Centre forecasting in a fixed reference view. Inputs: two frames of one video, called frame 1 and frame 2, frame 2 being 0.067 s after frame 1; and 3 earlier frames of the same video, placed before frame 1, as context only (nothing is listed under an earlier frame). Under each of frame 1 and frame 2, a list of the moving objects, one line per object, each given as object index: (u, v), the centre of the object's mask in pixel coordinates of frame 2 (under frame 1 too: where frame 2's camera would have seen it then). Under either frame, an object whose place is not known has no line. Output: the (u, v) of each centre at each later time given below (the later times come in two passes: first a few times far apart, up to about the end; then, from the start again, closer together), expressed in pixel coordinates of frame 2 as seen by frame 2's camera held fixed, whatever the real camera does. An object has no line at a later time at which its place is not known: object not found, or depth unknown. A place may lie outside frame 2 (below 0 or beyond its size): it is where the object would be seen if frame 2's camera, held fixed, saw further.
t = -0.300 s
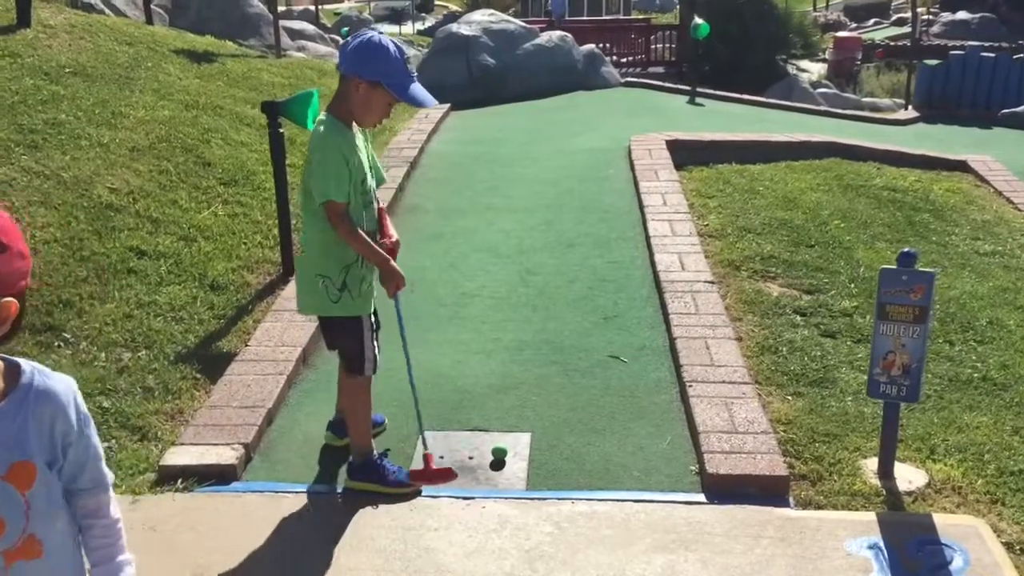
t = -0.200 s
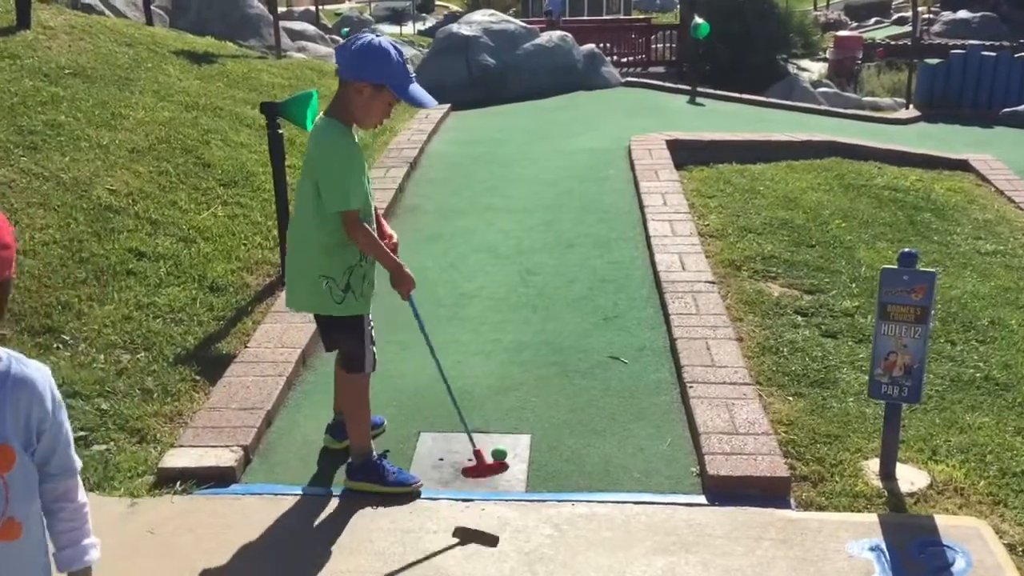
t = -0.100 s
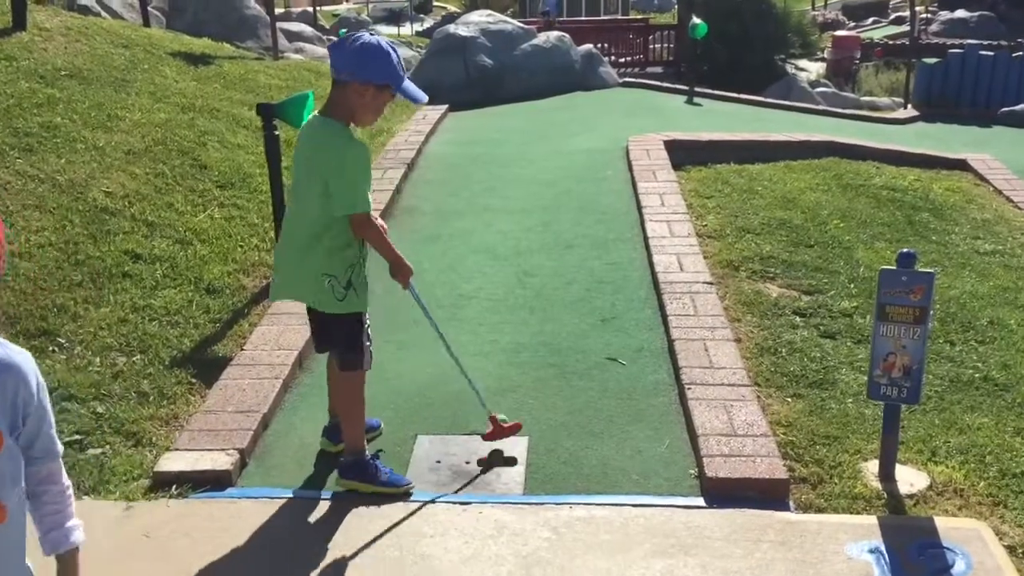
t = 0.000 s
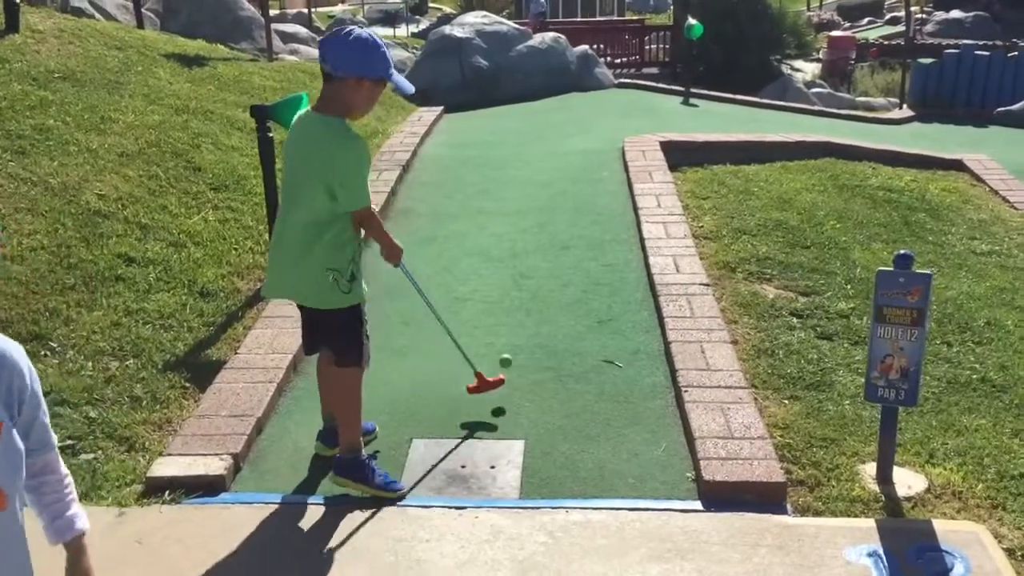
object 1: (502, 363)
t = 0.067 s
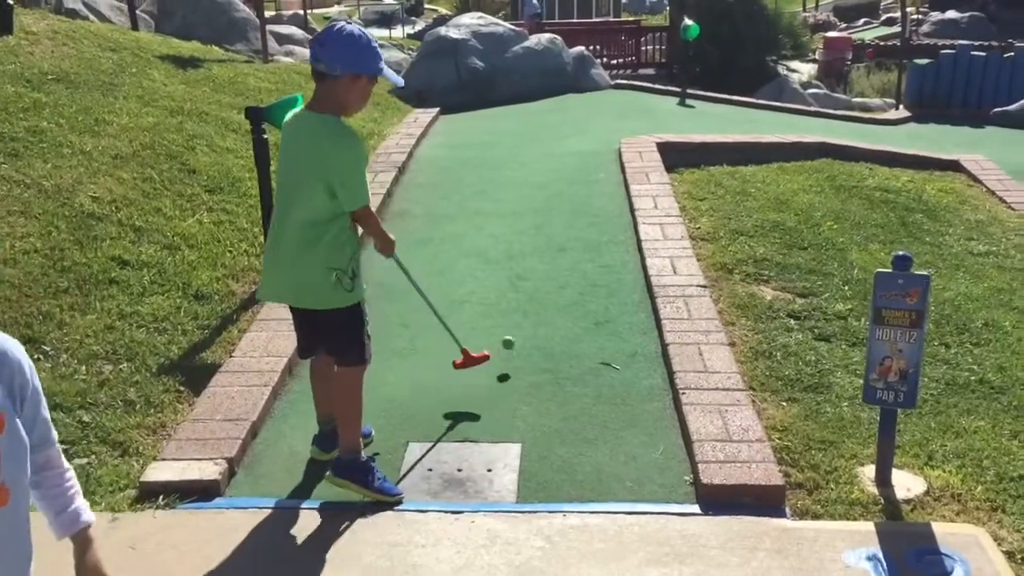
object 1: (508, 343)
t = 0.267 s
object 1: (526, 287)
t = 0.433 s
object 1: (537, 243)
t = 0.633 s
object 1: (548, 203)
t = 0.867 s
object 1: (557, 169)
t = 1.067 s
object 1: (563, 146)
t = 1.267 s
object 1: (568, 133)
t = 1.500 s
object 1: (573, 119)
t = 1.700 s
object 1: (577, 109)
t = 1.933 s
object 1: (581, 100)
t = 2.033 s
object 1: (584, 96)
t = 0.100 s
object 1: (511, 338)
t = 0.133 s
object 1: (514, 331)
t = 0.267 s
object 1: (526, 287)
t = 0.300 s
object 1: (528, 275)
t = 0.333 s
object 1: (530, 266)
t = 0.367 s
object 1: (533, 259)
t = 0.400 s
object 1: (535, 251)
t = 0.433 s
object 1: (537, 243)
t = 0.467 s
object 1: (539, 236)
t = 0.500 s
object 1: (541, 228)
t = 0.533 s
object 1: (543, 222)
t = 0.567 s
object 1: (545, 215)
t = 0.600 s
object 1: (546, 210)
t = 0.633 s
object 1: (548, 203)
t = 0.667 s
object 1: (550, 198)
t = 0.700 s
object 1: (551, 192)
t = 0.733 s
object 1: (553, 187)
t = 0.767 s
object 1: (554, 183)
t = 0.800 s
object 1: (555, 177)
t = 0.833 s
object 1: (556, 173)
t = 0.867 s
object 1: (557, 169)
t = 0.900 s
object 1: (558, 164)
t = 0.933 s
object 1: (559, 161)
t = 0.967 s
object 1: (560, 157)
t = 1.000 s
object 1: (561, 154)
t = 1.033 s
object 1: (562, 149)
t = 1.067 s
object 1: (563, 146)
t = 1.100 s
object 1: (564, 144)
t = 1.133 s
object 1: (565, 142)
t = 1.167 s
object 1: (566, 140)
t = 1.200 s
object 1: (566, 138)
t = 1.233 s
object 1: (567, 136)
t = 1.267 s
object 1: (568, 133)
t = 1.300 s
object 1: (568, 132)
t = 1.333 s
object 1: (569, 129)
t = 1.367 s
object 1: (570, 127)
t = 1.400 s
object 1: (571, 125)
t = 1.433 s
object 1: (572, 123)
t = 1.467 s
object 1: (572, 121)
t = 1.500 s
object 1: (573, 119)
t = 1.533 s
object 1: (574, 117)
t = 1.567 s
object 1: (574, 115)
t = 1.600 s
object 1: (575, 114)
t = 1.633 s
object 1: (576, 112)
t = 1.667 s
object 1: (576, 111)
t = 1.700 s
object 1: (577, 109)
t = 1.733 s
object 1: (578, 106)
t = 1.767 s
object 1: (578, 105)
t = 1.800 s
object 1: (579, 104)
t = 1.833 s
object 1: (579, 103)
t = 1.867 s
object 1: (580, 102)
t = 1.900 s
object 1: (581, 101)
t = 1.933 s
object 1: (581, 100)
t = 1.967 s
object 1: (582, 99)
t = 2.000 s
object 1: (583, 97)
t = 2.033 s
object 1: (584, 96)
